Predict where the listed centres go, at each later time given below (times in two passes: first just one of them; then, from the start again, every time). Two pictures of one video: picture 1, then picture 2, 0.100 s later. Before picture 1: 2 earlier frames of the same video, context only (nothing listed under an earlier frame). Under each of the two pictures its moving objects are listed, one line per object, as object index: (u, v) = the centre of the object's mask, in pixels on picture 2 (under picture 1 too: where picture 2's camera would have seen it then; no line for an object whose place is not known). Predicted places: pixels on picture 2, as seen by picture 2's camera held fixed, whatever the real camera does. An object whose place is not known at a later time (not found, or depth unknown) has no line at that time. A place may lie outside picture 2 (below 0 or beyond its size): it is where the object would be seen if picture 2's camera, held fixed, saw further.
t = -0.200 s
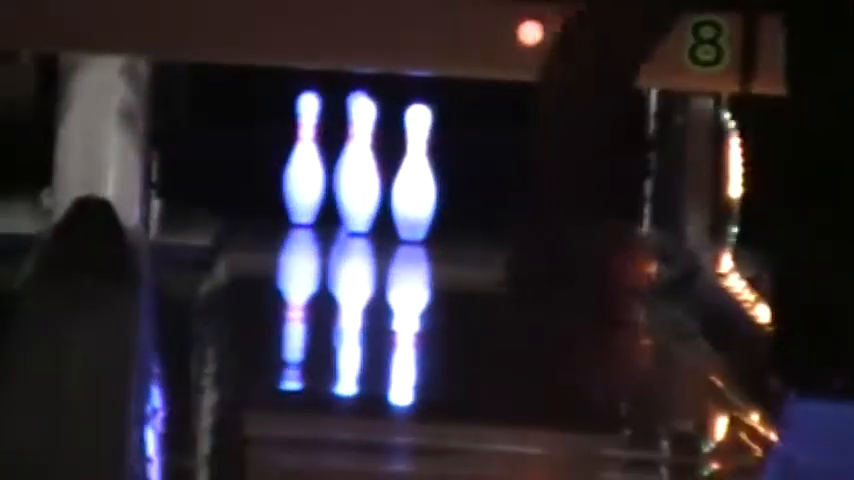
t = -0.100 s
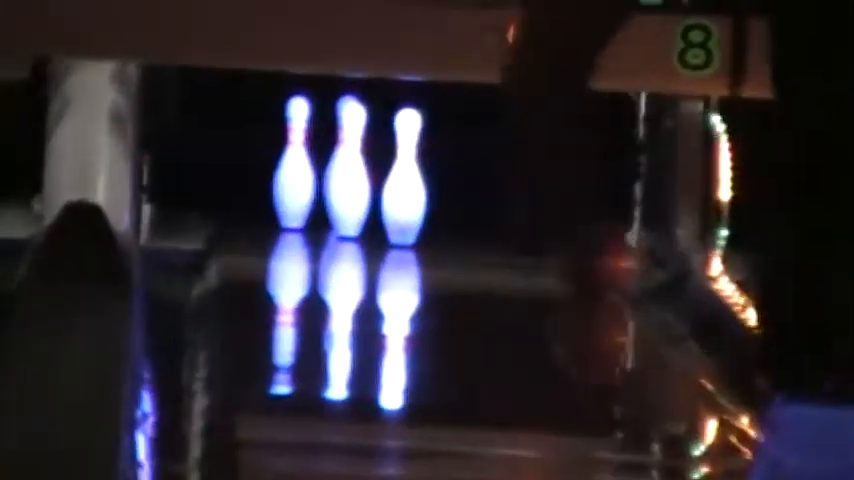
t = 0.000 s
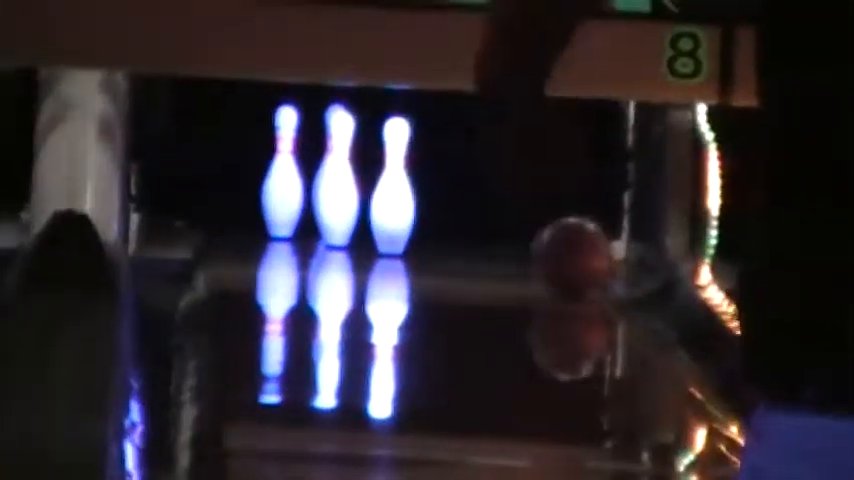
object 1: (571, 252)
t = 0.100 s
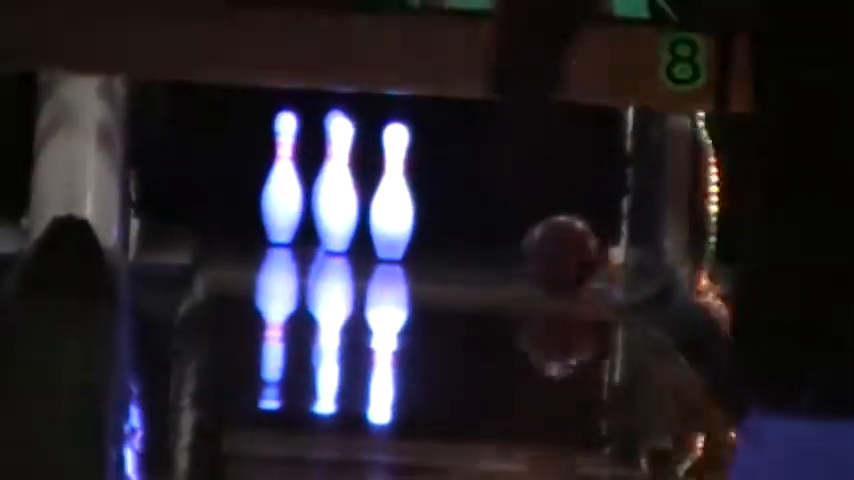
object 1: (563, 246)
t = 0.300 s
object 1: (542, 240)
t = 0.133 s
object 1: (558, 245)
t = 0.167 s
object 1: (556, 241)
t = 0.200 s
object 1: (551, 242)
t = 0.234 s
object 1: (549, 239)
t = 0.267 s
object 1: (544, 238)
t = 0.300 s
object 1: (542, 240)
